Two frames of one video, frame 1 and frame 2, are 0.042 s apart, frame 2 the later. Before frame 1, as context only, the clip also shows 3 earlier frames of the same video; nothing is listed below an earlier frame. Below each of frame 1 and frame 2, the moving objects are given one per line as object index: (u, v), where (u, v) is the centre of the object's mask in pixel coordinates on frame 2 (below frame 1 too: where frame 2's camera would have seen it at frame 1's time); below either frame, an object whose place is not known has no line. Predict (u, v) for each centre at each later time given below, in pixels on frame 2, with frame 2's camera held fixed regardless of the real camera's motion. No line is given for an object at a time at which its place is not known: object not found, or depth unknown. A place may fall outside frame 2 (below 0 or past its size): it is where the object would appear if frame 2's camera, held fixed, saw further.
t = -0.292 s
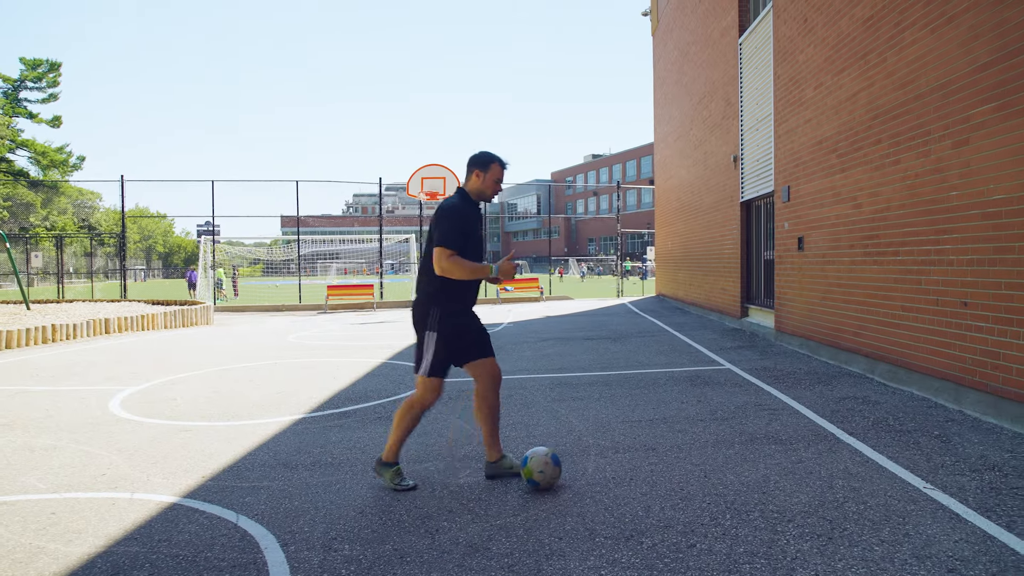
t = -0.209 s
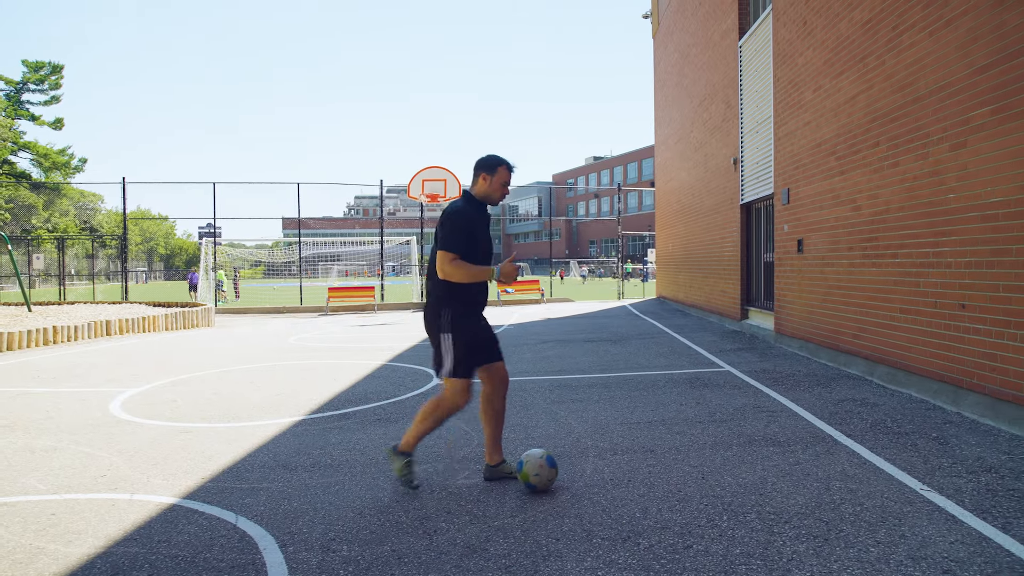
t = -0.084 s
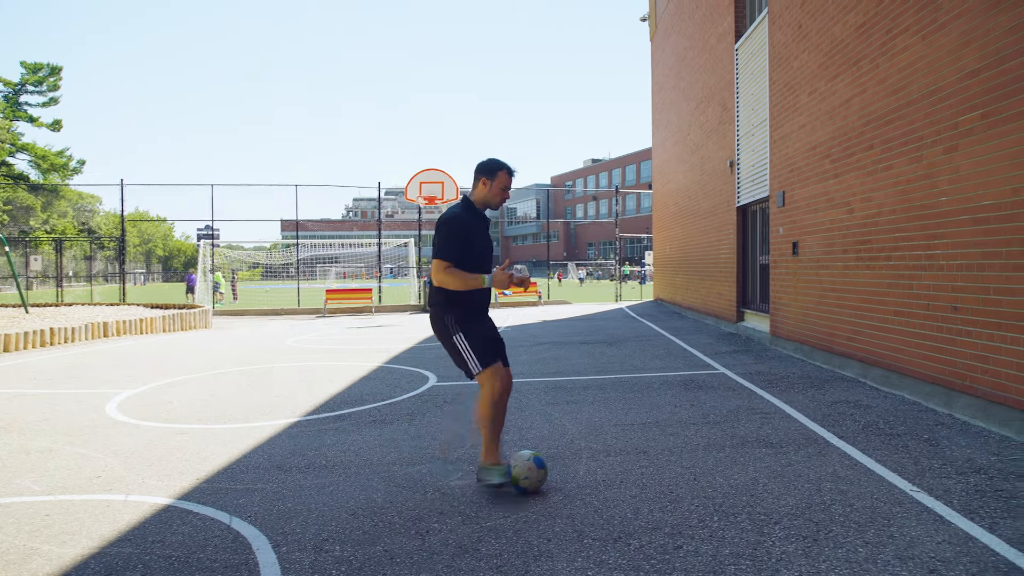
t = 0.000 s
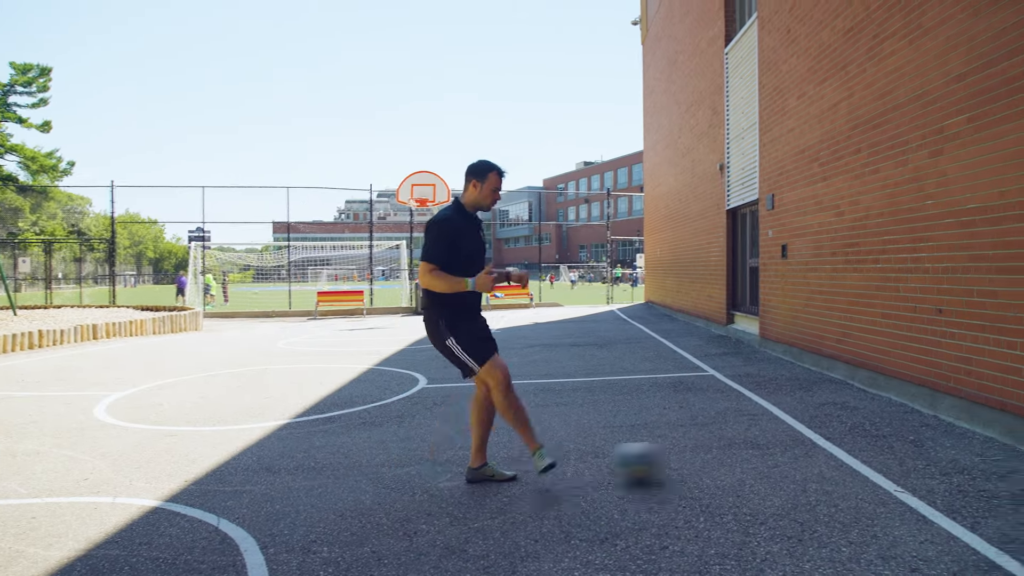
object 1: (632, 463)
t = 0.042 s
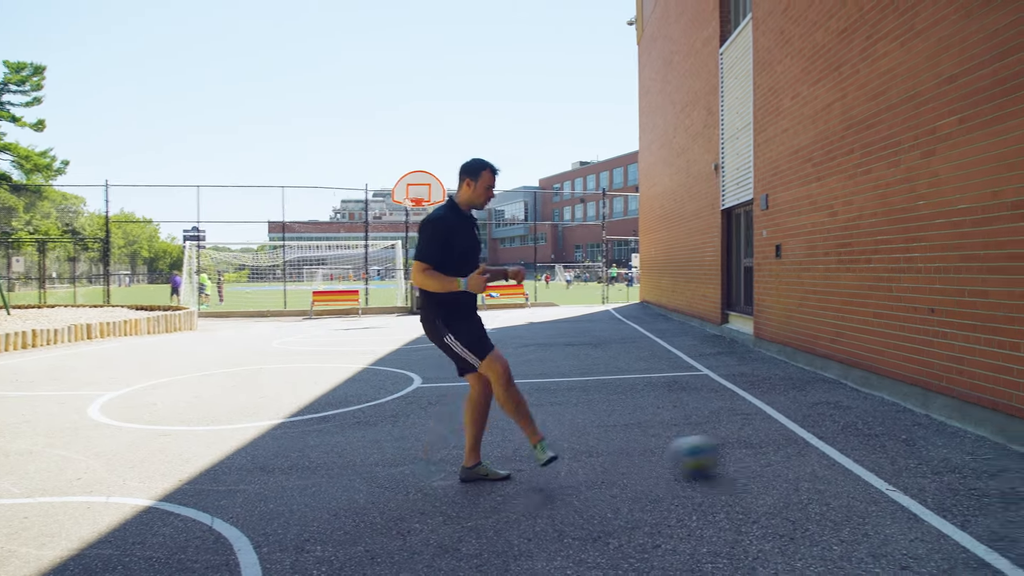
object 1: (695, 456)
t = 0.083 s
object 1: (754, 449)
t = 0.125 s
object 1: (812, 446)
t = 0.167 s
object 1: (866, 443)
